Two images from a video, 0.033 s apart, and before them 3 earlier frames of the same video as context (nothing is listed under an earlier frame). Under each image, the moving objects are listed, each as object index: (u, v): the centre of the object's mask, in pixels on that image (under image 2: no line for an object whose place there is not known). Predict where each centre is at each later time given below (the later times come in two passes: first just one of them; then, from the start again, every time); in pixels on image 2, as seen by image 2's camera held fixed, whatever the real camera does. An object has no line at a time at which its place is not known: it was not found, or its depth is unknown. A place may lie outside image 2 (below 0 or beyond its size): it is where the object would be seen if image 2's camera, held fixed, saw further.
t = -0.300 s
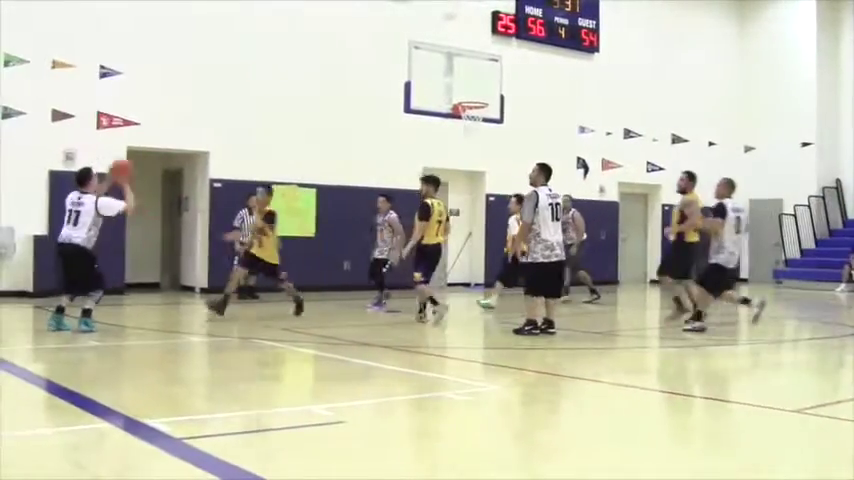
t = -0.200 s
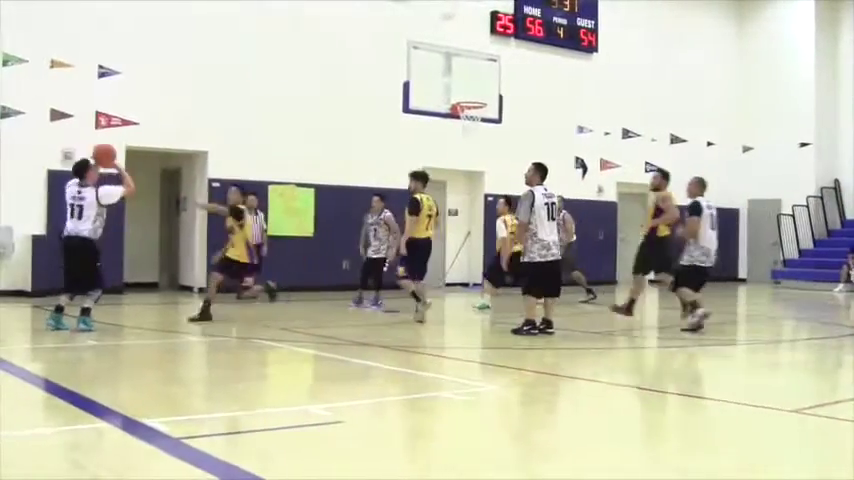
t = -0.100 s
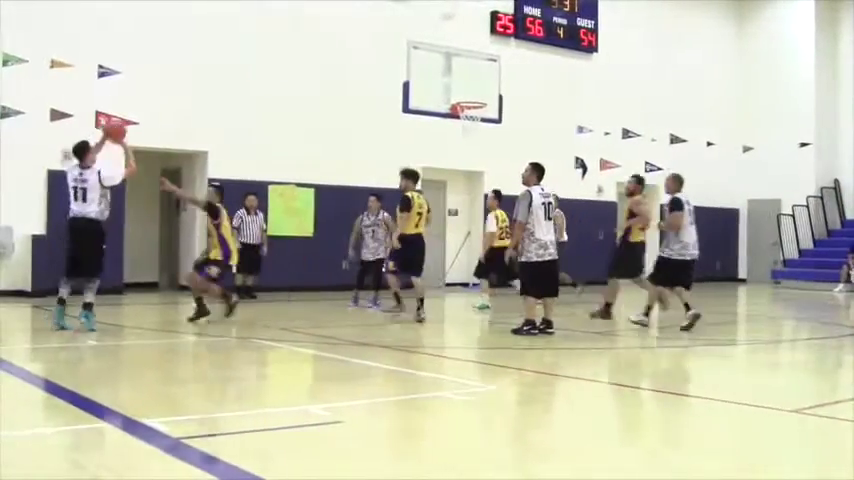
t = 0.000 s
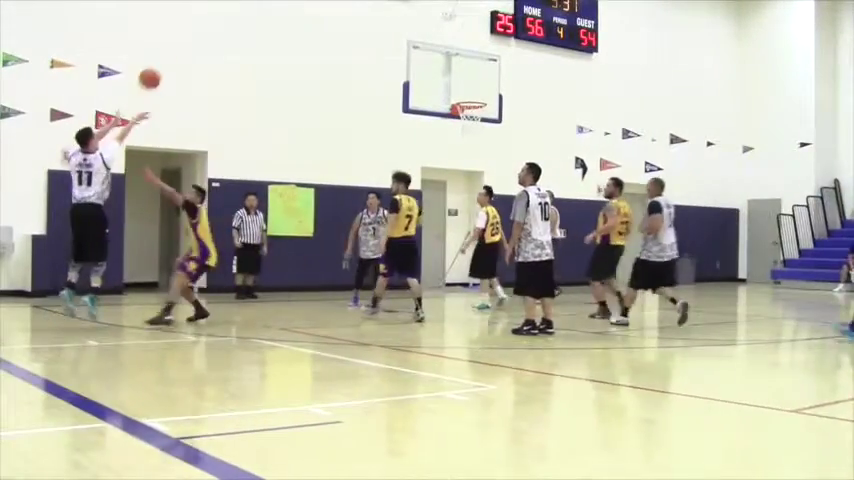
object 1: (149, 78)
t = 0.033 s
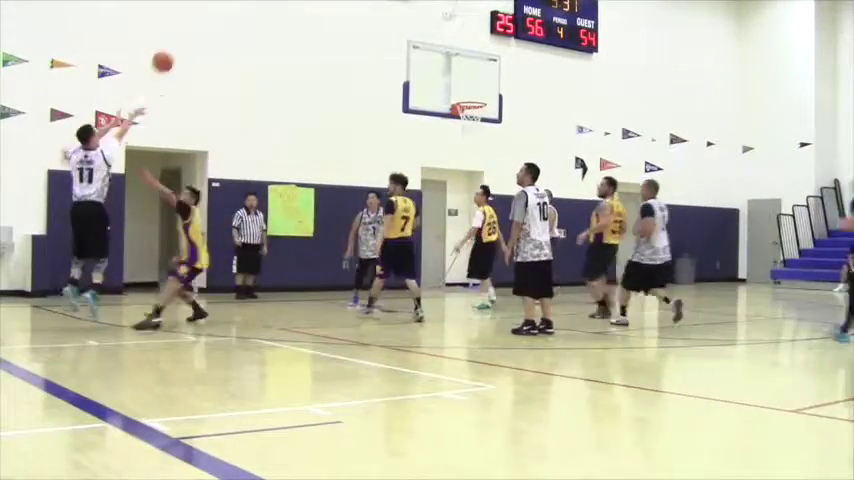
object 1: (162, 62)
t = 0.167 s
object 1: (212, 9)
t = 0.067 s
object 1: (176, 46)
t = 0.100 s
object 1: (188, 33)
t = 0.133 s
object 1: (201, 19)
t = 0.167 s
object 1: (212, 9)
